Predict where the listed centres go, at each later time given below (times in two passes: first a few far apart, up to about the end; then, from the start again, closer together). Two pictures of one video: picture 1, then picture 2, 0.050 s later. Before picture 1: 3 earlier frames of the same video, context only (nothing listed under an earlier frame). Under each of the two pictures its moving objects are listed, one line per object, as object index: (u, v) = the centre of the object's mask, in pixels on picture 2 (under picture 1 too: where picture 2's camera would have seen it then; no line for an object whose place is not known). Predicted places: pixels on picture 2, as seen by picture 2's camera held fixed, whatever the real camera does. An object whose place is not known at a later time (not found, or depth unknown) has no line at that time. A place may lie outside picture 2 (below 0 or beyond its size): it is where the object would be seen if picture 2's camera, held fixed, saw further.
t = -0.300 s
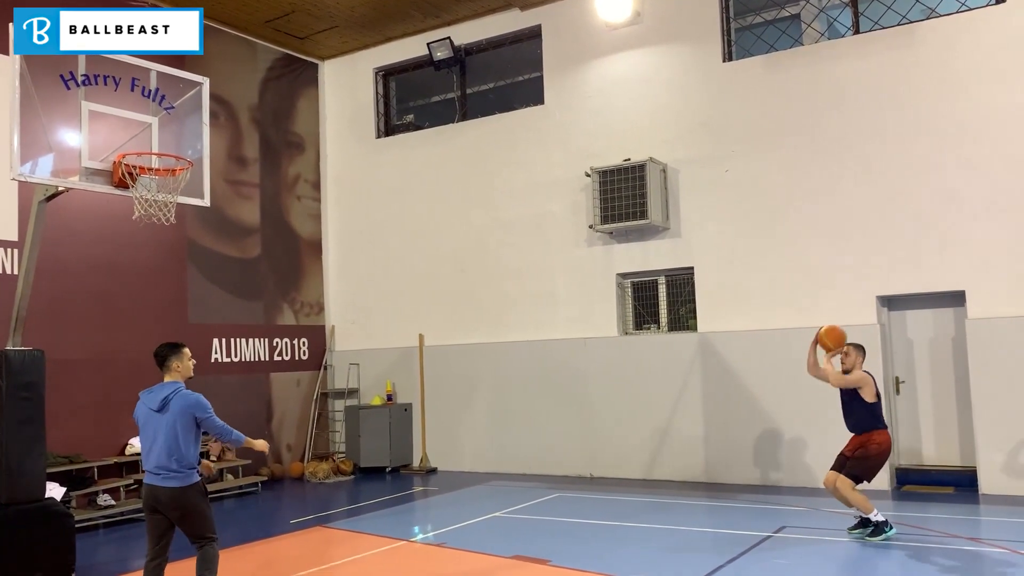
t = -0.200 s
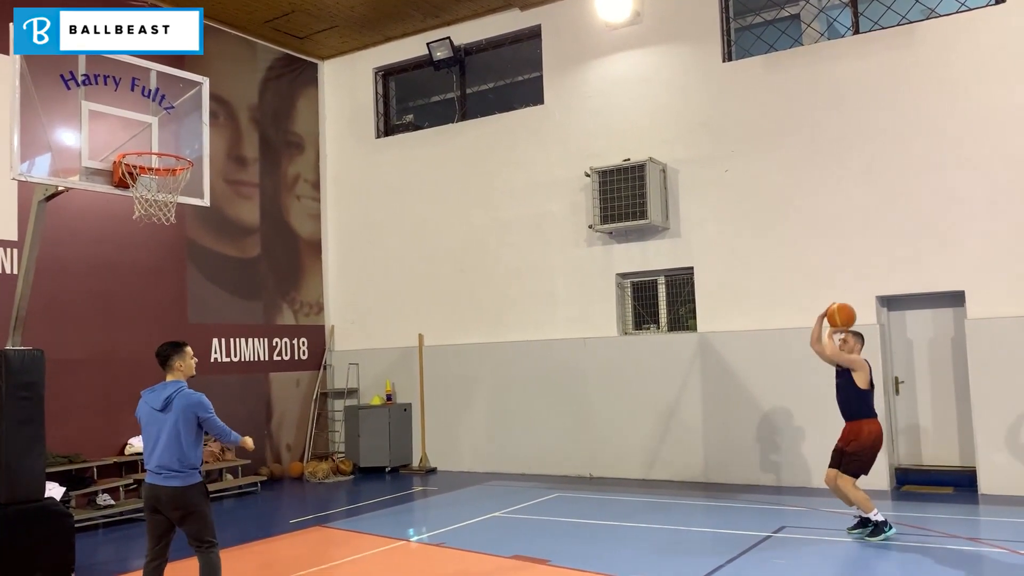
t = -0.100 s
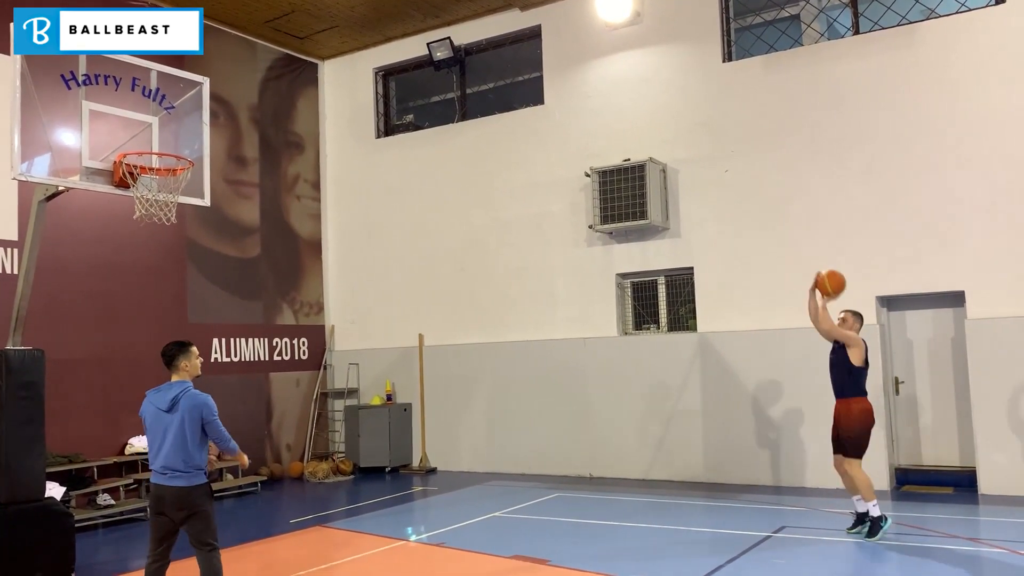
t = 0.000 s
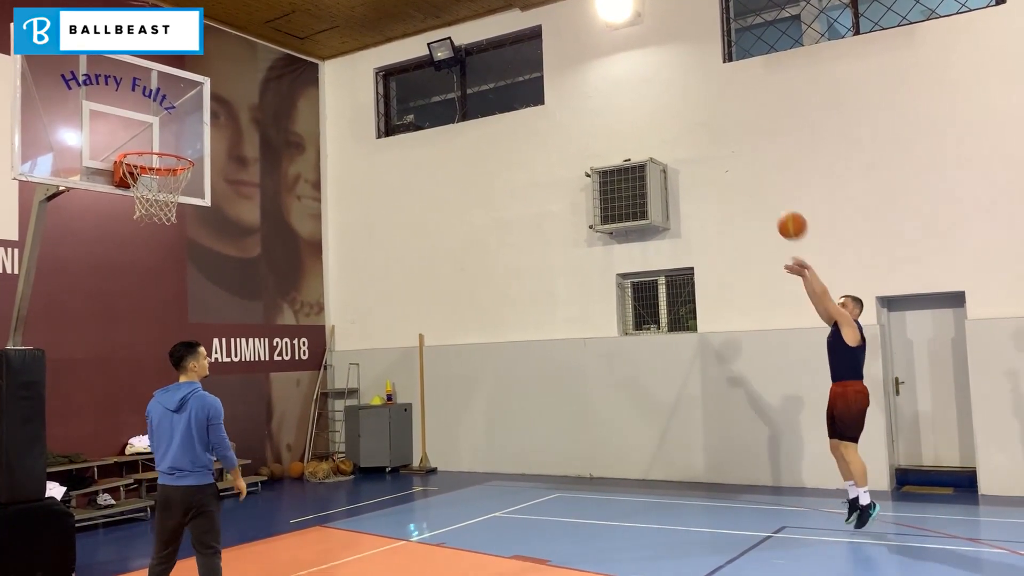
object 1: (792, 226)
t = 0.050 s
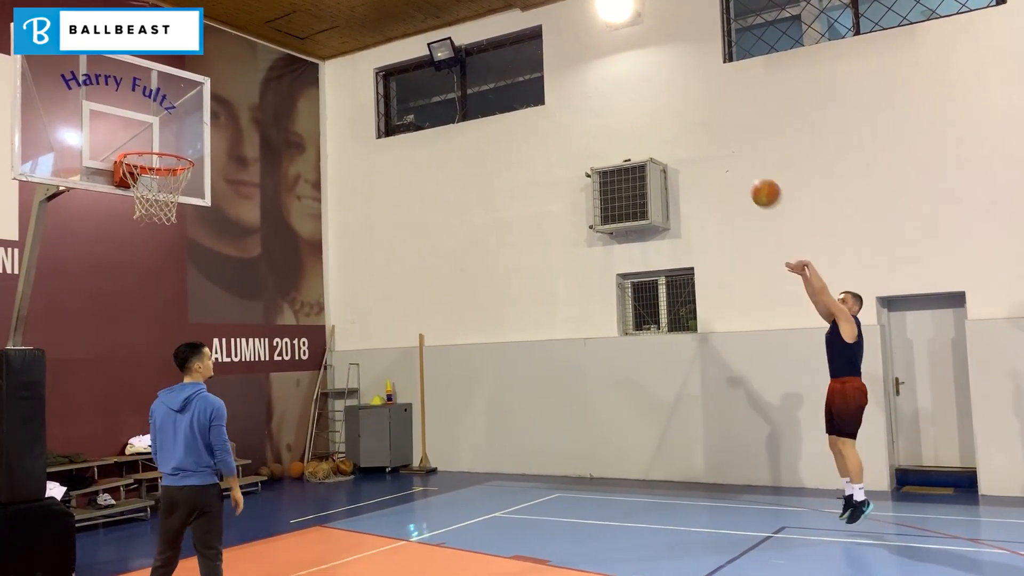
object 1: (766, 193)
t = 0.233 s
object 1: (669, 95)
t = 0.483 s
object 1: (534, 17)
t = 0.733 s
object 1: (390, 12)
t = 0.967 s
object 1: (244, 80)
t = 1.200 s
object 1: (138, 173)
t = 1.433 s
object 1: (185, 193)
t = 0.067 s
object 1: (756, 182)
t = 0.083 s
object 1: (748, 173)
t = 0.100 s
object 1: (739, 163)
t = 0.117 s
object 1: (730, 153)
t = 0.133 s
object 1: (722, 145)
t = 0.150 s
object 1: (712, 135)
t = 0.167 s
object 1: (703, 126)
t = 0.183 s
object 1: (695, 119)
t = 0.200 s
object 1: (686, 110)
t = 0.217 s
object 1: (677, 103)
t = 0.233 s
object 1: (669, 95)
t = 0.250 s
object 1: (659, 88)
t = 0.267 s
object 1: (651, 81)
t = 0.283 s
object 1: (642, 74)
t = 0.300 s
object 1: (633, 68)
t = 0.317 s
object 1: (624, 61)
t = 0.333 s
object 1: (615, 56)
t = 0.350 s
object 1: (606, 50)
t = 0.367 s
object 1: (597, 45)
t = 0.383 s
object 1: (588, 40)
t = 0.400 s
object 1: (579, 36)
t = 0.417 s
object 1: (570, 31)
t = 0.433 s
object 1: (561, 28)
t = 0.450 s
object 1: (552, 23)
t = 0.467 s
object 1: (543, 20)
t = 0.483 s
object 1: (534, 17)
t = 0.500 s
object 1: (524, 14)
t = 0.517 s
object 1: (515, 12)
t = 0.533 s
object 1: (506, 11)
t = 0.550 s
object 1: (496, 10)
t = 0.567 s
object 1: (487, 9)
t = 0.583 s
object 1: (478, 9)
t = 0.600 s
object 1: (469, 8)
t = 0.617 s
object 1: (459, 8)
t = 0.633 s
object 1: (448, 9)
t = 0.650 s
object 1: (440, 9)
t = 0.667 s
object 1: (430, 9)
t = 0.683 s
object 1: (420, 9)
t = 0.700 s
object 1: (410, 10)
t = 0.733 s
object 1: (390, 12)
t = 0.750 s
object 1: (380, 13)
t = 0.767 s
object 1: (370, 16)
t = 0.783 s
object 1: (360, 18)
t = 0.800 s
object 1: (350, 22)
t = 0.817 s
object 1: (339, 26)
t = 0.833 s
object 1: (329, 30)
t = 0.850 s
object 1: (319, 35)
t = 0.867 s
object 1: (309, 40)
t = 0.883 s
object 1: (298, 45)
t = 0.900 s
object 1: (287, 52)
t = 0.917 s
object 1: (276, 58)
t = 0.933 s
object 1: (266, 65)
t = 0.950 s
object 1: (255, 72)
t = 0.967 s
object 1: (244, 80)
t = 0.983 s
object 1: (233, 88)
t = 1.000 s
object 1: (222, 97)
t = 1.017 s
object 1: (212, 105)
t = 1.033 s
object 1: (200, 115)
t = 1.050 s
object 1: (187, 126)
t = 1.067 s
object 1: (176, 136)
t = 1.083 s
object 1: (165, 145)
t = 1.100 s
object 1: (156, 150)
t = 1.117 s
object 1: (149, 152)
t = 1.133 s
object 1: (140, 159)
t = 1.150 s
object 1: (137, 164)
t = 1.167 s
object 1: (138, 167)
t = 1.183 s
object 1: (136, 170)
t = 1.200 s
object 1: (138, 173)
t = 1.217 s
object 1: (141, 175)
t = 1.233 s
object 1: (148, 180)
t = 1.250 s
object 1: (152, 183)
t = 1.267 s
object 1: (155, 185)
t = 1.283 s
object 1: (160, 187)
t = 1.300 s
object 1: (165, 189)
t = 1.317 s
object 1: (169, 190)
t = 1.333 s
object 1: (172, 191)
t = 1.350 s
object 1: (175, 192)
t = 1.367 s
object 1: (178, 193)
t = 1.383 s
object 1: (182, 193)
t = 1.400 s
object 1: (183, 193)
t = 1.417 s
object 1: (184, 193)
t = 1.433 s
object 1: (185, 193)
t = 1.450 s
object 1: (185, 194)
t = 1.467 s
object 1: (186, 194)
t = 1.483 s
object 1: (186, 194)
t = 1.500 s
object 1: (185, 194)
